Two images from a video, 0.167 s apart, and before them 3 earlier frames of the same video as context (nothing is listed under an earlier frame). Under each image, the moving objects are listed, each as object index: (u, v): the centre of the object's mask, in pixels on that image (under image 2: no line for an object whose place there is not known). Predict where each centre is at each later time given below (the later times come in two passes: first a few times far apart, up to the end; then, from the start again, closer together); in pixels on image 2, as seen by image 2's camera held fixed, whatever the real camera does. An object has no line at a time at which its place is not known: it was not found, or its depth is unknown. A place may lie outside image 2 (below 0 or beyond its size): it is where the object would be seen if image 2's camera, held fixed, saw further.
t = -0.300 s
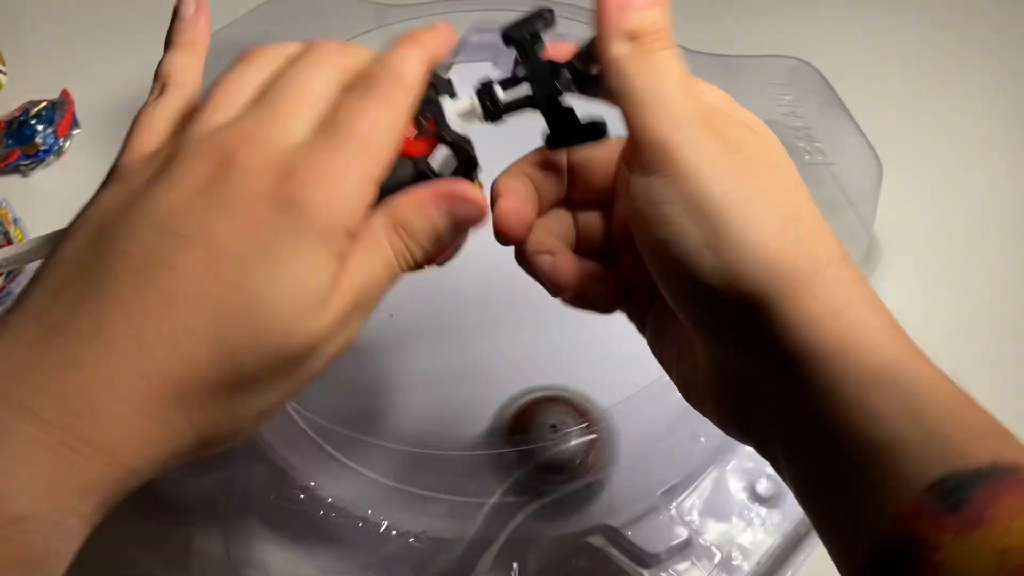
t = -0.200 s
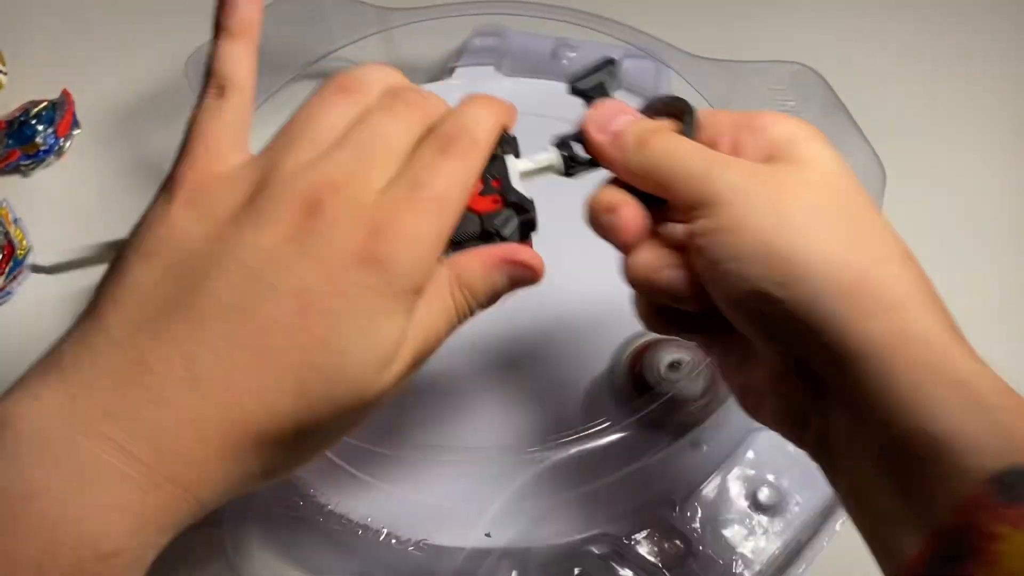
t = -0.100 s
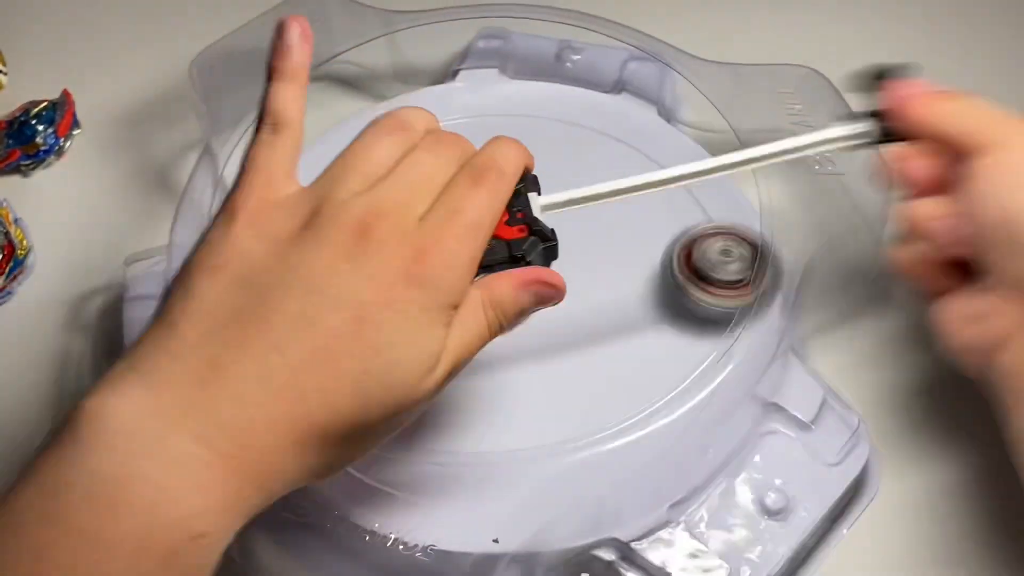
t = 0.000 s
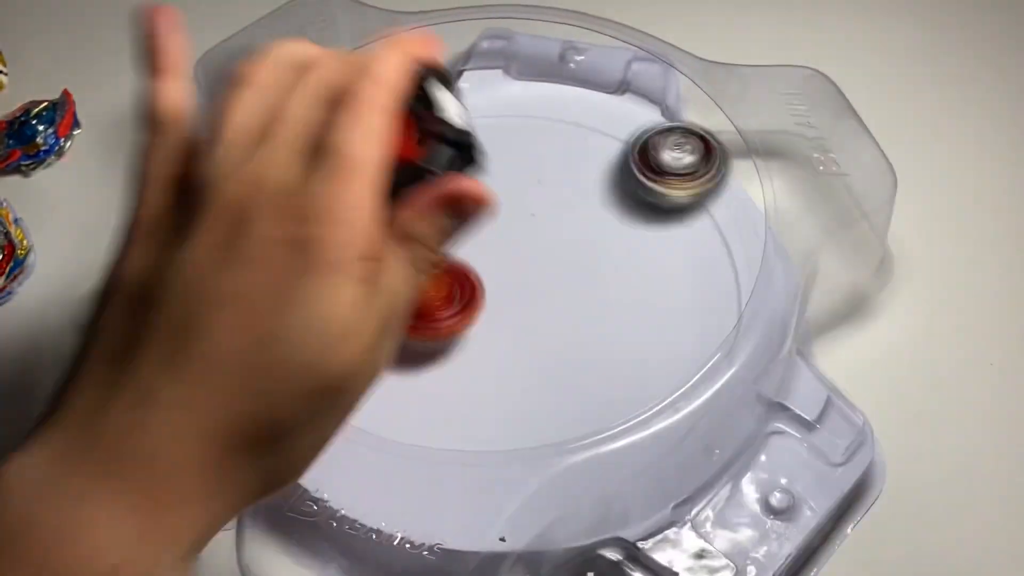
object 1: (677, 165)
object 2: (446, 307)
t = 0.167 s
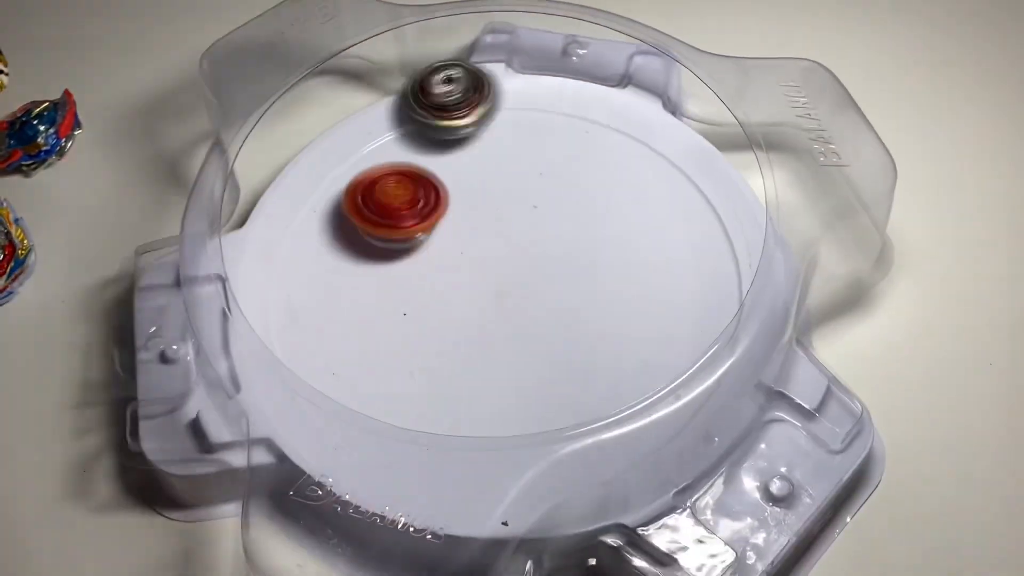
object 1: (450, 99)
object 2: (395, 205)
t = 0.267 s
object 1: (321, 136)
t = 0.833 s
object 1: (546, 319)
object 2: (667, 334)
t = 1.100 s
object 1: (539, 153)
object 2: (673, 205)
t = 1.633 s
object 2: (478, 214)
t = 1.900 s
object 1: (672, 323)
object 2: (463, 266)
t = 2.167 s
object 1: (598, 125)
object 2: (478, 309)
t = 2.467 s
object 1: (320, 214)
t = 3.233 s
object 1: (375, 120)
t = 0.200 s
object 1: (401, 110)
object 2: (393, 200)
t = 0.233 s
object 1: (359, 122)
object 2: (392, 216)
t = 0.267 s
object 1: (321, 136)
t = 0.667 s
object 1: (442, 370)
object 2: (559, 381)
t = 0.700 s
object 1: (467, 368)
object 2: (581, 374)
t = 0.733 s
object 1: (492, 362)
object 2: (603, 367)
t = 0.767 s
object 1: (516, 351)
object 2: (623, 357)
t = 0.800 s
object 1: (533, 337)
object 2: (645, 345)
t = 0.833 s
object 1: (546, 319)
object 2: (667, 334)
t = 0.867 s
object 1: (555, 298)
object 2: (681, 319)
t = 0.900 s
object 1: (563, 275)
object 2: (690, 303)
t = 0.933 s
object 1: (566, 252)
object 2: (695, 285)
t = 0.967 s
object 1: (568, 230)
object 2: (697, 267)
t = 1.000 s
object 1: (566, 207)
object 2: (695, 251)
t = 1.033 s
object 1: (560, 186)
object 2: (691, 234)
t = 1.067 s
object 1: (550, 169)
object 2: (684, 219)
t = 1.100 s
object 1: (539, 153)
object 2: (673, 205)
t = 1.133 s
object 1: (525, 143)
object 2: (661, 193)
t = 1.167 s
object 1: (508, 137)
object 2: (647, 184)
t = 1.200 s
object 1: (489, 137)
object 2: (632, 177)
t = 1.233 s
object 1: (470, 141)
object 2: (617, 172)
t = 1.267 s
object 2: (601, 168)
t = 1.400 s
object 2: (544, 170)
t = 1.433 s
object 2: (532, 175)
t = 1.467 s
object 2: (520, 180)
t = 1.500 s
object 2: (511, 186)
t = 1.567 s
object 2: (493, 199)
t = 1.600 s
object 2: (485, 206)
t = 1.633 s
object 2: (478, 214)
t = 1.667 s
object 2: (472, 221)
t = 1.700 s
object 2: (468, 228)
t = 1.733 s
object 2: (465, 236)
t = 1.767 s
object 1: (566, 404)
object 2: (463, 241)
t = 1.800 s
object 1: (595, 386)
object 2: (461, 249)
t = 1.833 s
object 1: (627, 369)
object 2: (461, 255)
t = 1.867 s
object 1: (653, 348)
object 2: (461, 260)
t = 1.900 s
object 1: (672, 323)
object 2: (463, 266)
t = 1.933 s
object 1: (684, 298)
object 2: (464, 272)
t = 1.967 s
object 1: (693, 270)
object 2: (465, 278)
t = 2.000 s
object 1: (693, 240)
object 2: (467, 284)
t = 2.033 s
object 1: (688, 211)
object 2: (468, 290)
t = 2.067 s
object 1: (676, 184)
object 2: (470, 295)
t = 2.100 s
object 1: (654, 160)
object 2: (471, 301)
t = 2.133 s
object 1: (629, 140)
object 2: (474, 305)
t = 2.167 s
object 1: (598, 125)
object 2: (478, 309)
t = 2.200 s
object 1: (565, 114)
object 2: (483, 311)
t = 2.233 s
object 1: (530, 108)
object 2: (488, 313)
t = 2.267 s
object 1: (493, 108)
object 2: (494, 314)
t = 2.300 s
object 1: (457, 112)
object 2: (499, 314)
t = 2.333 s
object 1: (424, 121)
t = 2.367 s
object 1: (392, 137)
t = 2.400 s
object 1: (363, 159)
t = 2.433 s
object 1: (339, 185)
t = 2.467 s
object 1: (320, 214)
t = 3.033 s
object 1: (703, 180)
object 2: (481, 292)
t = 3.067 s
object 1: (669, 141)
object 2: (480, 294)
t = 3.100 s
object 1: (618, 117)
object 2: (478, 296)
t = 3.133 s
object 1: (560, 100)
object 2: (478, 298)
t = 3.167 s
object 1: (498, 93)
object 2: (478, 299)
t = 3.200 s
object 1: (436, 101)
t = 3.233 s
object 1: (375, 120)
